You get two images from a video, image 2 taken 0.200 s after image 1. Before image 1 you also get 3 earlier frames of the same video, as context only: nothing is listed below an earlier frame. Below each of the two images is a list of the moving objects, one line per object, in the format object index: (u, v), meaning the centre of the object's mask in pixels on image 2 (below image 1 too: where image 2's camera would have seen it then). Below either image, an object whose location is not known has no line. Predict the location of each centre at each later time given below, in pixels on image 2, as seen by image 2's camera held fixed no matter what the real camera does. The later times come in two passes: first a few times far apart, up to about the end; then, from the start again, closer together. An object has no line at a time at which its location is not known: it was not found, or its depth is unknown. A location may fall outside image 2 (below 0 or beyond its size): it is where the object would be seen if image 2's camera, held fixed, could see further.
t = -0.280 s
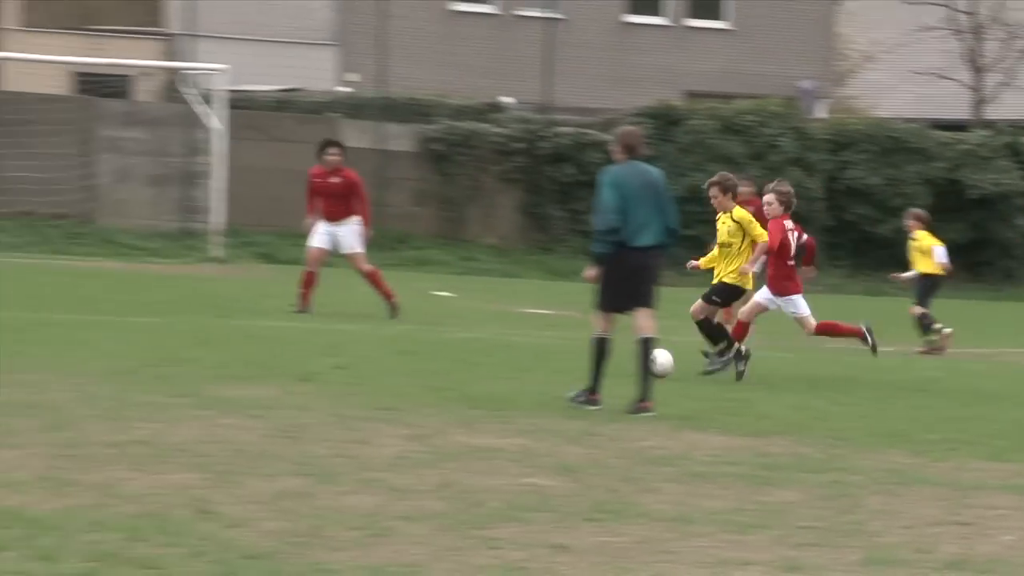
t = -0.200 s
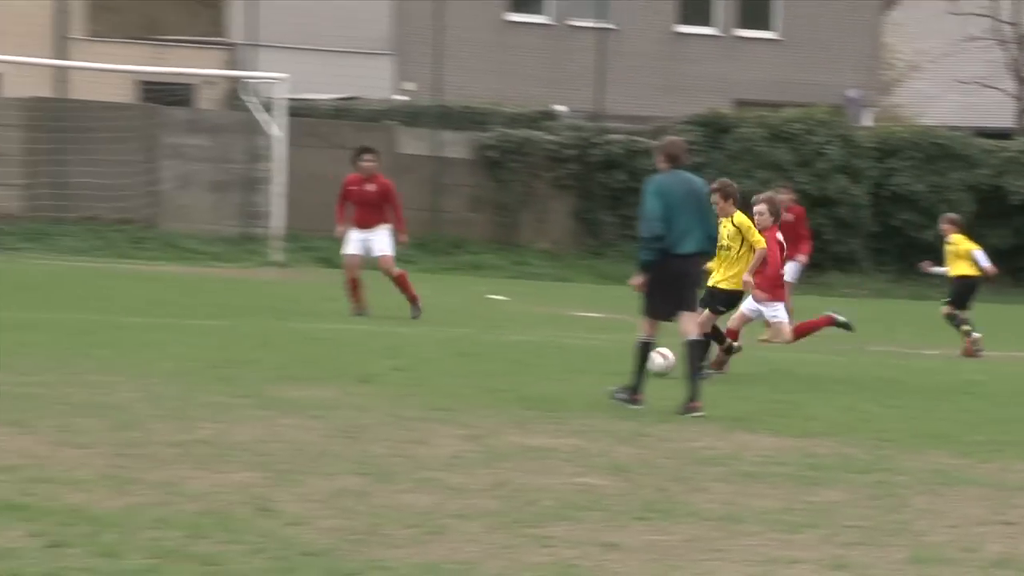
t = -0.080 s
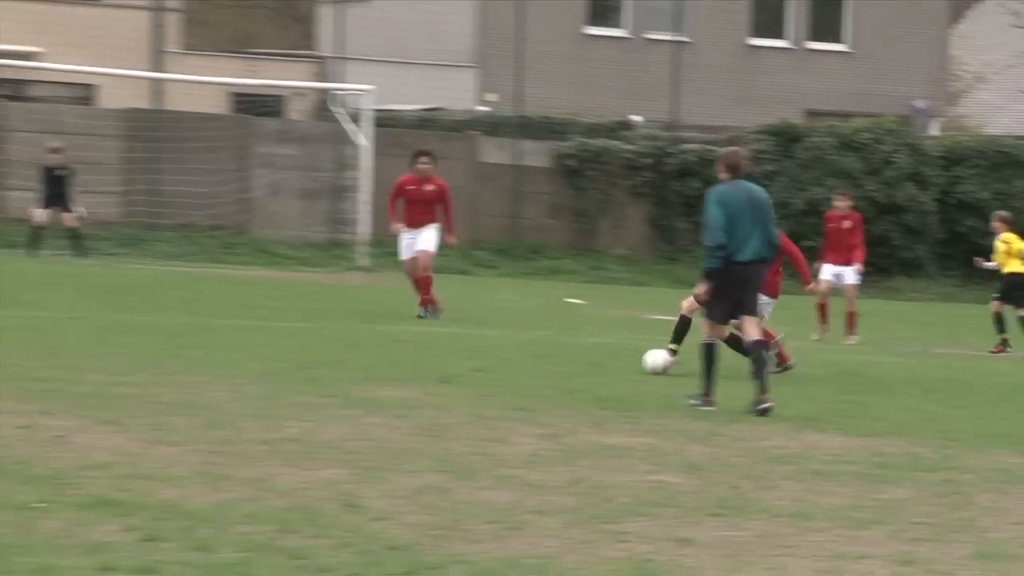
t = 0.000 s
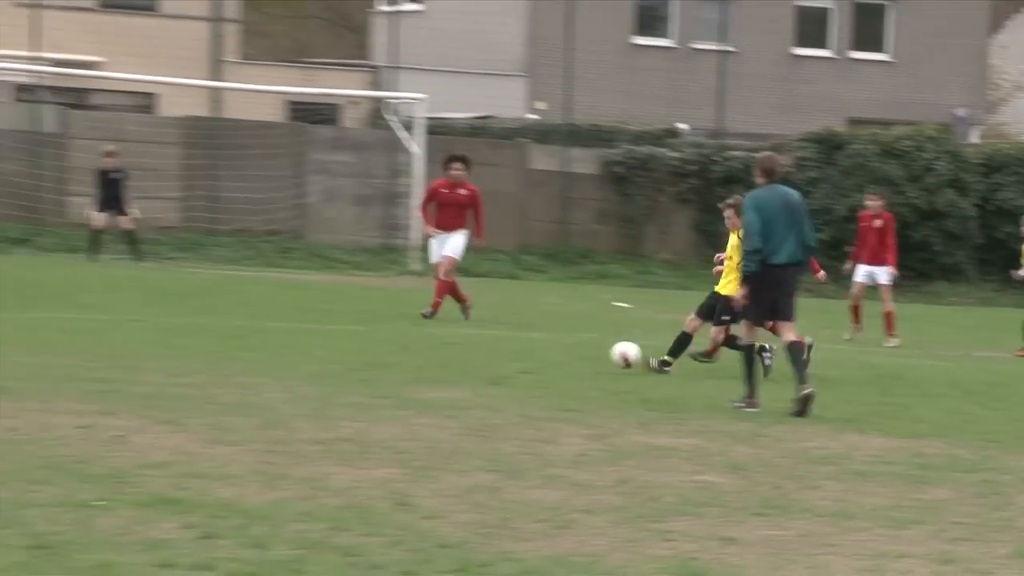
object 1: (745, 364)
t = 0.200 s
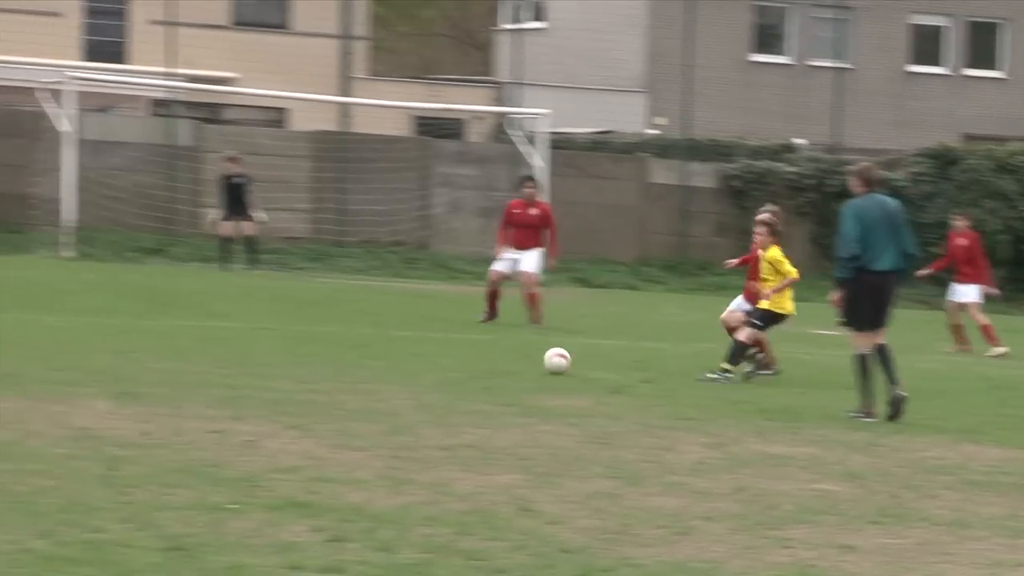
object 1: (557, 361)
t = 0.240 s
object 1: (522, 360)
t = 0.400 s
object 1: (391, 352)
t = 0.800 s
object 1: (74, 324)
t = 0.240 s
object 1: (522, 360)
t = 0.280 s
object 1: (488, 359)
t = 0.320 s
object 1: (455, 357)
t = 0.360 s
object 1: (422, 355)
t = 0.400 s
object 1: (391, 352)
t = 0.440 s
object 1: (359, 348)
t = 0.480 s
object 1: (327, 347)
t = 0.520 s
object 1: (295, 348)
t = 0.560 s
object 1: (261, 348)
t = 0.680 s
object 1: (169, 325)
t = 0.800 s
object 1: (74, 324)
